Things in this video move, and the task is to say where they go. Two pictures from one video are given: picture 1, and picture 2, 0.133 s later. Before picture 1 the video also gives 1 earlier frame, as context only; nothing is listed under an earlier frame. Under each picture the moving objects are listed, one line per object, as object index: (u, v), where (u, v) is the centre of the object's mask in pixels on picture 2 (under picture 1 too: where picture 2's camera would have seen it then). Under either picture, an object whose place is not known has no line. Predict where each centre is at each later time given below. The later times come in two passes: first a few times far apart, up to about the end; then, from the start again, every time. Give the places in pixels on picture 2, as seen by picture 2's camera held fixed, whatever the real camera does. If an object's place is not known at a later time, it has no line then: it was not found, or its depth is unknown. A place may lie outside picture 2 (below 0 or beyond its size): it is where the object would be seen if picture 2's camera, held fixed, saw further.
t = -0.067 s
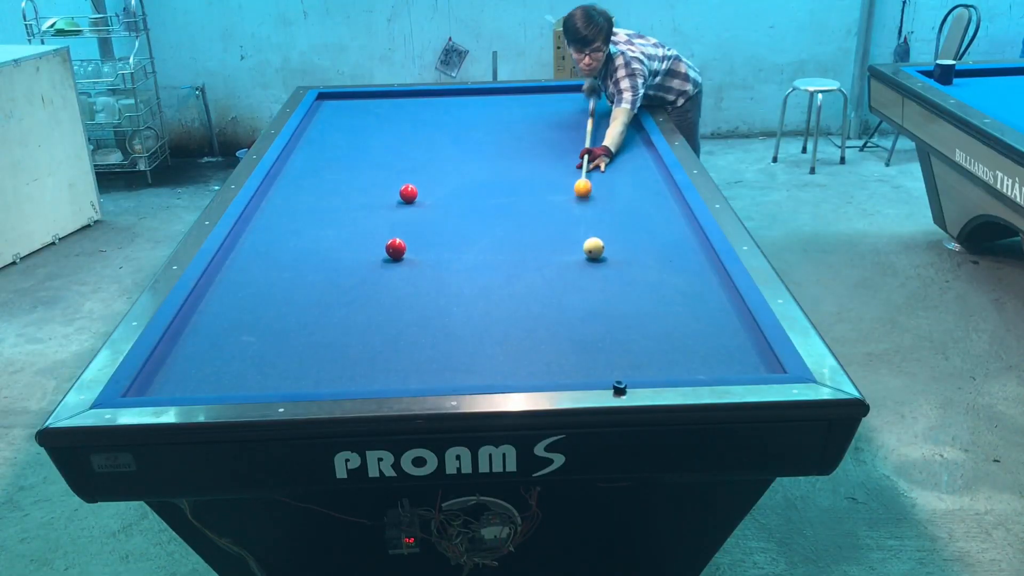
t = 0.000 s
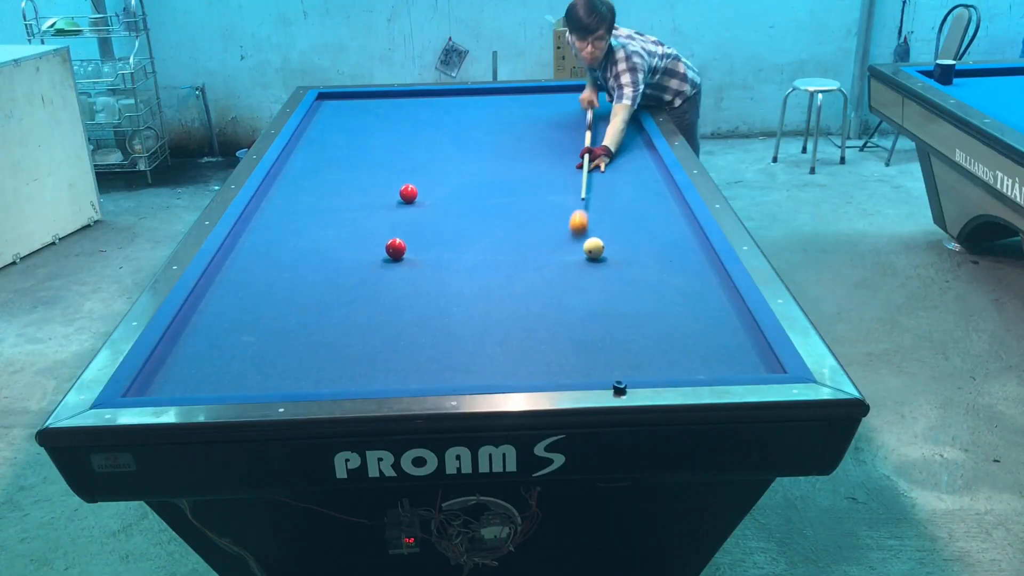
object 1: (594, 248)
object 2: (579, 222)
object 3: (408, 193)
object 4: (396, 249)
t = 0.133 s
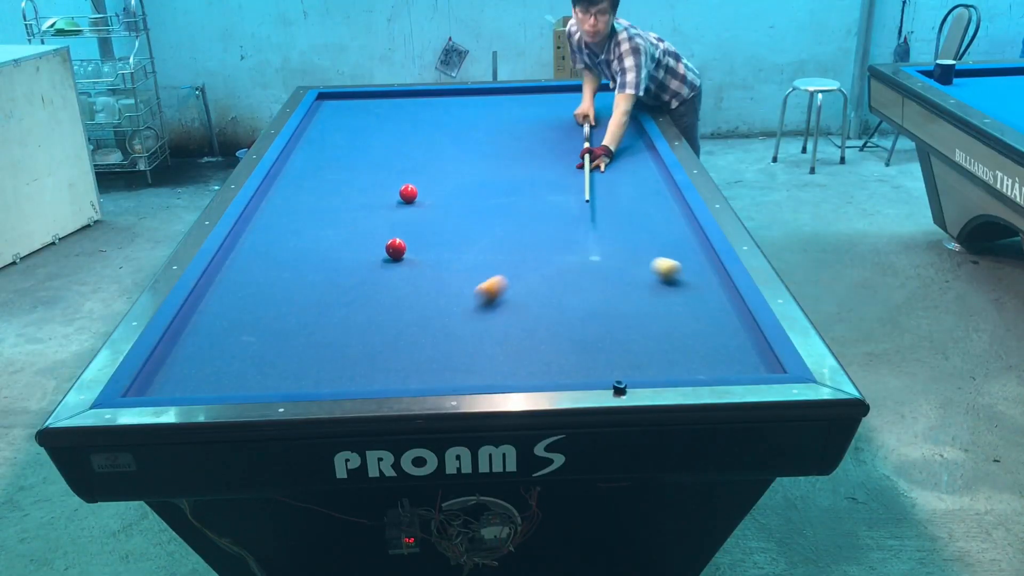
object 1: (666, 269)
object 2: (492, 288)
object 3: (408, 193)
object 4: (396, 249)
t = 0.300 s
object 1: (693, 303)
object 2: (327, 378)
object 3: (408, 194)
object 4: (396, 249)
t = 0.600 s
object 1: (598, 358)
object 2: (233, 262)
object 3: (408, 194)
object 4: (396, 248)
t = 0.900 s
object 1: (482, 356)
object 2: (361, 199)
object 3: (408, 193)
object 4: (396, 248)
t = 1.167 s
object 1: (385, 333)
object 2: (433, 160)
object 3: (408, 193)
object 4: (396, 248)
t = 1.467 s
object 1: (287, 311)
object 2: (498, 125)
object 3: (408, 194)
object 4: (396, 248)
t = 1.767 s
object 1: (204, 290)
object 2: (549, 96)
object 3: (408, 193)
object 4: (396, 248)
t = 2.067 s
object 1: (276, 264)
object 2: (615, 97)
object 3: (408, 194)
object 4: (396, 248)
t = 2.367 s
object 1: (336, 240)
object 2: (584, 113)
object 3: (408, 194)
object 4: (396, 248)
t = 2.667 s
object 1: (388, 220)
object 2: (547, 130)
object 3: (408, 194)
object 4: (396, 248)
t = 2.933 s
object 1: (429, 204)
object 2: (512, 147)
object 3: (408, 194)
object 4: (396, 248)
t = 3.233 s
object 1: (471, 188)
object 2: (467, 168)
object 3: (408, 194)
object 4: (396, 248)
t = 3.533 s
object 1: (509, 173)
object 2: (424, 190)
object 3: (402, 195)
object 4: (396, 248)
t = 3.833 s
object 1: (542, 159)
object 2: (422, 198)
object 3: (359, 210)
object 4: (396, 248)
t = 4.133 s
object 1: (573, 147)
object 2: (419, 206)
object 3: (315, 225)
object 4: (396, 248)
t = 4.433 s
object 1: (601, 135)
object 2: (415, 215)
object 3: (270, 240)
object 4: (396, 248)
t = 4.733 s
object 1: (627, 125)
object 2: (412, 223)
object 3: (226, 255)
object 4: (396, 248)
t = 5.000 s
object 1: (620, 119)
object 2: (409, 230)
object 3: (240, 265)
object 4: (396, 248)
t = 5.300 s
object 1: (604, 114)
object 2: (406, 236)
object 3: (256, 276)
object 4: (396, 249)
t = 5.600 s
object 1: (588, 109)
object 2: (405, 240)
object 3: (272, 287)
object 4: (394, 252)
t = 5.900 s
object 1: (573, 105)
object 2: (404, 243)
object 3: (289, 297)
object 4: (391, 256)
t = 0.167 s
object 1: (691, 277)
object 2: (462, 306)
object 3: (408, 193)
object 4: (396, 248)
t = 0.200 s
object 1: (715, 283)
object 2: (429, 326)
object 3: (408, 194)
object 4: (396, 248)
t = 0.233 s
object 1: (718, 290)
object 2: (396, 347)
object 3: (408, 194)
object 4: (396, 249)
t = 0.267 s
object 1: (705, 297)
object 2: (360, 370)
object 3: (408, 194)
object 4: (396, 249)
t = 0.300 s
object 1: (693, 303)
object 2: (327, 378)
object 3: (408, 194)
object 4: (396, 249)
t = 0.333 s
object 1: (682, 309)
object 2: (310, 363)
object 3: (408, 194)
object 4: (396, 248)
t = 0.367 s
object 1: (671, 315)
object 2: (294, 346)
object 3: (408, 194)
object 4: (396, 248)
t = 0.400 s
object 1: (661, 321)
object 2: (279, 331)
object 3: (408, 194)
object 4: (396, 248)
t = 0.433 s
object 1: (651, 327)
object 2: (265, 317)
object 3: (408, 194)
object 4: (396, 248)
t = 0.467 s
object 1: (641, 333)
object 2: (252, 304)
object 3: (408, 194)
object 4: (396, 248)
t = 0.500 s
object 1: (631, 339)
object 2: (238, 293)
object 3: (408, 193)
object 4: (396, 248)
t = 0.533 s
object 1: (620, 345)
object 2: (226, 282)
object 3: (408, 194)
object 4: (396, 248)
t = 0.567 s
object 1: (609, 351)
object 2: (215, 272)
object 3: (408, 194)
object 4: (396, 248)
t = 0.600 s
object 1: (598, 358)
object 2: (233, 262)
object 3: (408, 194)
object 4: (396, 248)
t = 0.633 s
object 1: (587, 365)
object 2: (252, 253)
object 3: (408, 194)
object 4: (396, 248)
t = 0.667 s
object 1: (576, 369)
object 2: (270, 245)
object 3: (408, 194)
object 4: (396, 248)
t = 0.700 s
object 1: (564, 372)
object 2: (287, 237)
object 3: (408, 194)
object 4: (396, 248)
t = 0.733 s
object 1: (549, 371)
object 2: (302, 230)
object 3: (408, 193)
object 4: (396, 249)
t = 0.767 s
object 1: (535, 368)
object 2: (316, 223)
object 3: (408, 194)
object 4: (396, 249)
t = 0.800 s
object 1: (521, 366)
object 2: (328, 216)
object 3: (408, 193)
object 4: (396, 248)
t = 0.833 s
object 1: (508, 363)
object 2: (340, 210)
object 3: (408, 194)
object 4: (396, 249)
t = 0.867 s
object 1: (495, 359)
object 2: (351, 204)
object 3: (408, 194)
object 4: (396, 248)
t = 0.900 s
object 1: (482, 356)
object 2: (361, 199)
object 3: (408, 193)
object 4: (396, 248)
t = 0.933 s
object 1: (470, 353)
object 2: (371, 193)
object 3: (408, 194)
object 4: (396, 248)
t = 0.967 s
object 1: (457, 350)
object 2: (381, 188)
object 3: (408, 193)
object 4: (396, 248)
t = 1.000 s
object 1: (444, 348)
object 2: (390, 183)
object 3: (408, 193)
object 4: (396, 248)
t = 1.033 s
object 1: (432, 344)
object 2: (399, 178)
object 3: (408, 193)
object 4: (396, 248)
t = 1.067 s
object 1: (420, 342)
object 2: (408, 173)
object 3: (408, 193)
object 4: (396, 248)
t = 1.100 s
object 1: (408, 339)
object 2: (417, 168)
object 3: (408, 193)
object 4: (396, 248)
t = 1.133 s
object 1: (397, 336)
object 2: (425, 164)
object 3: (408, 193)
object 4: (396, 248)
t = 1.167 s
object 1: (385, 333)
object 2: (433, 160)
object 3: (408, 193)
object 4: (396, 248)
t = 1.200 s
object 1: (374, 331)
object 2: (441, 155)
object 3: (408, 194)
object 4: (396, 248)
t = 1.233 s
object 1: (362, 328)
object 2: (449, 151)
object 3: (408, 193)
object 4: (396, 248)
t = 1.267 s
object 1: (351, 326)
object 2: (457, 147)
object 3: (408, 193)
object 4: (396, 248)
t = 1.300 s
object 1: (340, 323)
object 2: (464, 143)
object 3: (408, 193)
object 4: (396, 248)
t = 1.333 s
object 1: (329, 321)
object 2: (471, 139)
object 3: (408, 194)
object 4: (396, 248)
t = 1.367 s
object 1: (319, 318)
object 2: (478, 136)
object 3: (408, 194)
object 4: (396, 248)
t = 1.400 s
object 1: (308, 315)
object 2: (485, 131)
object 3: (408, 194)
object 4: (396, 248)
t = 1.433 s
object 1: (298, 313)
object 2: (491, 128)
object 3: (408, 194)
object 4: (396, 248)
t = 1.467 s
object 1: (287, 311)
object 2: (498, 125)
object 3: (408, 194)
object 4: (396, 248)
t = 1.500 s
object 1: (278, 308)
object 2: (504, 121)
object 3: (408, 194)
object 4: (396, 248)
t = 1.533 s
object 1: (267, 306)
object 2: (510, 118)
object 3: (408, 194)
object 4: (396, 248)
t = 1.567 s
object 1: (257, 304)
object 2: (516, 115)
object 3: (408, 194)
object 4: (396, 248)
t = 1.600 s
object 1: (248, 302)
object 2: (522, 111)
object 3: (408, 194)
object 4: (396, 248)
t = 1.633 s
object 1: (238, 300)
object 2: (528, 108)
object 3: (408, 194)
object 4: (396, 248)
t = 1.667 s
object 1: (228, 297)
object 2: (533, 105)
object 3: (408, 194)
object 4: (396, 248)
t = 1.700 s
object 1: (219, 295)
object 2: (539, 102)
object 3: (408, 194)
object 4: (396, 248)
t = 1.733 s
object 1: (209, 293)
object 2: (544, 99)
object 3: (408, 193)
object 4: (396, 248)
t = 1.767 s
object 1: (204, 290)
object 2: (549, 96)
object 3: (408, 193)
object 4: (396, 248)
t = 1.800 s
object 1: (214, 287)
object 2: (554, 93)
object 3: (408, 193)
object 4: (396, 248)
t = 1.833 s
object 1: (224, 284)
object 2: (559, 90)
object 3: (408, 194)
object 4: (396, 248)
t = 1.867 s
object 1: (232, 281)
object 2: (564, 88)
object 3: (408, 194)
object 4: (396, 248)
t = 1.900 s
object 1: (240, 278)
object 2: (572, 89)
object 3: (408, 194)
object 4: (396, 248)
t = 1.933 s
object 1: (247, 275)
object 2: (581, 91)
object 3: (408, 194)
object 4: (396, 248)
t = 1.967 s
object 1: (255, 272)
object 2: (590, 92)
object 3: (408, 194)
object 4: (396, 248)
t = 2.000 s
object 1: (262, 269)
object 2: (598, 94)
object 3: (408, 194)
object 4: (396, 248)
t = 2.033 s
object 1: (269, 266)
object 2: (607, 95)
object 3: (408, 194)
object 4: (396, 248)
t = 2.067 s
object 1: (276, 264)
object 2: (615, 97)
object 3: (408, 194)
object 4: (396, 248)
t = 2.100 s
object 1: (283, 261)
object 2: (618, 98)
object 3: (408, 194)
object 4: (396, 248)
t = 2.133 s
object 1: (290, 258)
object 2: (612, 100)
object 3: (408, 194)
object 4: (396, 248)
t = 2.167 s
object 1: (297, 256)
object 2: (608, 102)
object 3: (408, 194)
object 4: (396, 248)
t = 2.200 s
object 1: (304, 253)
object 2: (603, 104)
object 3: (408, 194)
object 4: (396, 248)
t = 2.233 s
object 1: (310, 250)
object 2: (600, 106)
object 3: (408, 194)
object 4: (396, 248)
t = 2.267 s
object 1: (317, 247)
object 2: (596, 107)
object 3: (408, 194)
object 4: (396, 248)
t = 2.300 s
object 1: (323, 245)
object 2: (592, 109)
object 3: (408, 194)
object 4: (396, 248)
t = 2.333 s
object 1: (329, 243)
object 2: (588, 111)
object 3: (408, 194)
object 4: (396, 248)
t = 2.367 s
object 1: (336, 240)
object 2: (584, 113)
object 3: (408, 194)
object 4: (396, 248)
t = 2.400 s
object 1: (342, 238)
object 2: (580, 115)
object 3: (408, 194)
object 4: (396, 248)
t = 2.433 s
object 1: (348, 236)
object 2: (576, 116)
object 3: (408, 194)
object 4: (396, 248)
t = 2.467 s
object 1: (354, 233)
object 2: (572, 118)
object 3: (408, 194)
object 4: (396, 248)
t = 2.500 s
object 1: (360, 231)
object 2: (568, 120)
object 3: (408, 194)
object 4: (396, 248)
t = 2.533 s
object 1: (366, 229)
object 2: (564, 122)
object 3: (408, 194)
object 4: (396, 248)
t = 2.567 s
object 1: (371, 226)
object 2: (560, 124)
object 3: (408, 194)
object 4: (396, 248)
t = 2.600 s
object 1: (377, 224)
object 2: (556, 126)
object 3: (408, 194)
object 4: (396, 248)
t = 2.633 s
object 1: (382, 222)
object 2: (552, 128)
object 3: (408, 194)
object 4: (396, 248)
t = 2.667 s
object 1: (388, 220)
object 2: (547, 130)
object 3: (408, 194)
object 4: (396, 248)
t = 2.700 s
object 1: (393, 218)
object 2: (543, 132)
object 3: (408, 194)
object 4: (396, 248)
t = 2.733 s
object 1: (399, 216)
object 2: (539, 134)
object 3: (408, 194)
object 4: (396, 248)
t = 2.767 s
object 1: (404, 214)
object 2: (534, 137)
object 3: (408, 194)
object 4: (396, 248)
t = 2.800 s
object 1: (409, 212)
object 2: (530, 139)
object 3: (408, 193)
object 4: (396, 249)
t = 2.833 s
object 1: (414, 210)
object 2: (525, 141)
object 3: (408, 193)
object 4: (396, 248)
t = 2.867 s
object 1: (420, 207)
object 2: (521, 143)
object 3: (408, 193)
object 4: (396, 248)
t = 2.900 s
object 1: (425, 206)
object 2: (516, 145)
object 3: (408, 194)
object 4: (396, 248)
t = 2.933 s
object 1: (429, 204)
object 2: (512, 147)
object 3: (408, 194)
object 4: (396, 248)
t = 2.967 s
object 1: (434, 202)
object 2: (507, 150)
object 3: (408, 194)
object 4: (396, 248)
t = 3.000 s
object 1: (439, 200)
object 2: (502, 152)
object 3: (408, 194)
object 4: (396, 248)
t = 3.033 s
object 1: (444, 198)
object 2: (497, 154)
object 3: (408, 194)
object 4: (396, 248)
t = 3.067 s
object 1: (448, 196)
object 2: (493, 156)
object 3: (408, 194)
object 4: (396, 248)
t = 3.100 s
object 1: (453, 195)
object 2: (488, 159)
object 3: (408, 194)
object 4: (396, 248)
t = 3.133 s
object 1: (458, 193)
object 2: (483, 161)
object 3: (408, 194)
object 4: (396, 248)
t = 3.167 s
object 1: (462, 191)
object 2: (478, 163)
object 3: (408, 194)
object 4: (396, 248)
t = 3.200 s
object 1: (467, 189)
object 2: (473, 166)
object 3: (408, 194)
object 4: (396, 248)
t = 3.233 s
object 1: (471, 188)
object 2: (467, 168)
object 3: (408, 194)
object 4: (396, 248)
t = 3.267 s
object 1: (475, 186)
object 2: (462, 171)
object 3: (408, 194)
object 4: (396, 248)
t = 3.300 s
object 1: (480, 184)
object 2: (457, 173)
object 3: (408, 194)
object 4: (396, 248)
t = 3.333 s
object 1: (484, 182)
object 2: (451, 176)
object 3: (408, 194)
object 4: (396, 248)
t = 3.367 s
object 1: (489, 181)
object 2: (446, 179)
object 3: (408, 194)
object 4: (396, 248)
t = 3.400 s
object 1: (493, 179)
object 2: (440, 181)
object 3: (408, 194)
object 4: (396, 248)
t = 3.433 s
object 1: (496, 178)
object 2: (435, 184)
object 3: (408, 194)
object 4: (396, 248)
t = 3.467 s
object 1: (501, 176)
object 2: (429, 187)
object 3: (408, 194)
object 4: (396, 248)
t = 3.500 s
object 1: (505, 174)
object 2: (424, 189)
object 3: (408, 194)
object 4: (396, 248)
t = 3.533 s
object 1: (509, 173)
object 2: (424, 190)
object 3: (402, 195)
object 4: (396, 248)
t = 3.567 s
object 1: (512, 171)
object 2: (425, 191)
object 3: (396, 197)
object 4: (396, 248)
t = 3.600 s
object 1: (516, 170)
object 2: (425, 191)
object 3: (391, 199)
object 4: (396, 248)
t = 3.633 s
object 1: (520, 168)
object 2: (424, 193)
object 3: (386, 201)
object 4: (396, 248)
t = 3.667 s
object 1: (524, 166)
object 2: (424, 193)
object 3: (382, 202)
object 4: (396, 248)
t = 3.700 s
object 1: (528, 165)
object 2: (423, 194)
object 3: (377, 204)
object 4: (396, 248)
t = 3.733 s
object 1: (532, 164)
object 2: (423, 195)
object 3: (373, 206)
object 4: (396, 248)
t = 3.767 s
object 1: (535, 162)
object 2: (423, 196)
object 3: (368, 207)
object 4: (396, 248)
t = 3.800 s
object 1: (539, 161)
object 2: (422, 197)
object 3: (363, 209)
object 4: (396, 248)
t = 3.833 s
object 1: (542, 159)
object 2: (422, 198)
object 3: (359, 210)
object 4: (396, 248)
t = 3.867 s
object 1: (546, 158)
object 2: (422, 199)
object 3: (354, 212)
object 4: (396, 248)
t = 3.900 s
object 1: (550, 156)
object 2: (421, 200)
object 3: (349, 213)
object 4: (396, 248)
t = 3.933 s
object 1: (553, 155)
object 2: (421, 201)
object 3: (344, 215)
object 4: (396, 248)
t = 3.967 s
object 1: (557, 153)
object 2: (420, 202)
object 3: (340, 217)
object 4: (396, 248)
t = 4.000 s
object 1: (560, 152)
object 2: (420, 203)
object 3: (335, 218)
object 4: (396, 248)
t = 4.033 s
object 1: (563, 151)
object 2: (420, 204)
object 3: (330, 220)
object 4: (396, 248)
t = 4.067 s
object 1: (567, 149)
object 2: (419, 205)
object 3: (325, 221)
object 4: (396, 248)
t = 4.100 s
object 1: (570, 148)
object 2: (419, 206)
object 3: (320, 223)
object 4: (396, 248)
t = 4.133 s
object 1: (573, 147)
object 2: (419, 206)
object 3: (315, 225)
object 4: (396, 248)
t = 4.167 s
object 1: (577, 145)
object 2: (418, 207)
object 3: (311, 226)
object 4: (396, 248)
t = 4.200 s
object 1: (580, 144)
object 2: (418, 208)
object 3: (306, 228)
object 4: (396, 248)
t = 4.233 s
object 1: (583, 143)
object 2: (417, 209)
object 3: (301, 230)
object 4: (396, 248)
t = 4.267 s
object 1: (586, 141)
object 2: (417, 210)
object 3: (296, 231)
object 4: (396, 248)
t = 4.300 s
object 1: (589, 140)
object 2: (417, 211)
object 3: (291, 233)
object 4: (396, 248)
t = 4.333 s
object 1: (592, 139)
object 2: (416, 212)
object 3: (286, 235)
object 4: (396, 248)
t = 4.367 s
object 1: (595, 138)
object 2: (416, 213)
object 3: (281, 236)
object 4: (396, 248)
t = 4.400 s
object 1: (599, 136)
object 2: (416, 214)
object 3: (275, 238)
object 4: (396, 248)
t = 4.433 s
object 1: (601, 135)
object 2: (415, 215)
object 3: (270, 240)
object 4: (396, 248)
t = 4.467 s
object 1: (604, 134)
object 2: (415, 216)
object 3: (265, 242)
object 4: (396, 249)
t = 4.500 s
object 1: (607, 133)
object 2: (415, 217)
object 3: (260, 243)
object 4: (396, 248)
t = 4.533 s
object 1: (610, 131)
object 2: (414, 218)
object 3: (255, 245)
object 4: (396, 248)
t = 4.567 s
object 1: (613, 130)
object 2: (414, 219)
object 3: (249, 247)
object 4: (396, 248)
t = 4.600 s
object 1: (616, 129)
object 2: (413, 219)
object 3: (244, 249)
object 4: (396, 248)
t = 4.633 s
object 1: (619, 128)
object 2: (413, 220)
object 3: (239, 250)
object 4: (396, 248)
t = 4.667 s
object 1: (622, 127)
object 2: (413, 221)
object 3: (234, 252)
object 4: (396, 248)
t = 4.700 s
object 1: (624, 126)
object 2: (412, 222)
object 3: (228, 254)
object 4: (396, 248)
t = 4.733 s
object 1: (627, 125)
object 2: (412, 223)
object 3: (226, 255)
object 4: (396, 248)
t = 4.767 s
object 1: (630, 123)
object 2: (411, 224)
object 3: (228, 257)
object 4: (396, 248)
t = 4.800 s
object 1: (633, 122)
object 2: (411, 225)
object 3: (230, 258)
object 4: (396, 248)
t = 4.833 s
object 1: (631, 122)
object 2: (411, 226)
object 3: (231, 259)
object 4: (396, 249)
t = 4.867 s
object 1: (628, 121)
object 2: (410, 227)
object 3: (233, 260)
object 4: (396, 248)
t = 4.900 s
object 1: (626, 121)
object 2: (410, 228)
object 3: (235, 261)
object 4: (396, 249)
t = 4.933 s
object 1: (624, 120)
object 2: (409, 228)
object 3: (236, 263)
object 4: (396, 249)
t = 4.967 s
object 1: (623, 119)
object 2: (409, 229)
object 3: (238, 264)
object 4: (396, 248)
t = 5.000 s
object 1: (620, 119)
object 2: (409, 230)
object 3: (240, 265)
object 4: (396, 248)
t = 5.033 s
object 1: (619, 118)
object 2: (408, 231)
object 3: (242, 266)
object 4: (396, 248)
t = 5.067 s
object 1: (616, 118)
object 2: (408, 232)
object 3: (243, 267)
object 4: (396, 249)
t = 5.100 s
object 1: (615, 117)
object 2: (408, 233)
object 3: (245, 269)
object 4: (396, 248)
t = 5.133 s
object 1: (613, 117)
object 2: (407, 233)
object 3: (247, 270)
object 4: (396, 248)
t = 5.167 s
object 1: (611, 116)
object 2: (407, 234)
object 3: (248, 271)
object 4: (396, 248)
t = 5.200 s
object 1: (609, 115)
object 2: (407, 235)
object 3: (250, 272)
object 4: (396, 248)
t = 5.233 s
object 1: (607, 115)
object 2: (407, 235)
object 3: (252, 273)
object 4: (396, 249)
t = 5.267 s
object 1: (605, 114)
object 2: (407, 236)
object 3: (254, 275)
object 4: (396, 248)
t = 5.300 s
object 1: (604, 114)
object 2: (406, 236)
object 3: (256, 276)
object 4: (396, 249)
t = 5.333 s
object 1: (602, 113)
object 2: (406, 237)
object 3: (257, 277)
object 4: (396, 249)
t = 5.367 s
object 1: (600, 113)
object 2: (406, 238)
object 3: (259, 278)
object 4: (396, 248)
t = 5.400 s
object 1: (598, 113)
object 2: (406, 238)
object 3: (261, 279)
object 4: (396, 249)
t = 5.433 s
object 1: (597, 112)
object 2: (406, 239)
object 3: (263, 281)
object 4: (395, 249)
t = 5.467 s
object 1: (595, 111)
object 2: (406, 239)
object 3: (265, 282)
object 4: (395, 250)
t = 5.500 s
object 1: (593, 111)
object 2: (406, 240)
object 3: (267, 283)
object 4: (395, 250)
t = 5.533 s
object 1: (591, 110)
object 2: (405, 240)
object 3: (268, 284)
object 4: (394, 251)
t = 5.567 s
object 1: (590, 110)
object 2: (405, 240)
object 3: (270, 285)
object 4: (394, 251)
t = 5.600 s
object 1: (588, 109)
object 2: (405, 240)
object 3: (272, 287)
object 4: (394, 252)
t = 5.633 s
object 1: (586, 109)
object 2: (405, 241)
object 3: (274, 288)
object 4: (393, 252)
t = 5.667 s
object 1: (585, 109)
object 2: (405, 241)
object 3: (276, 289)
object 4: (393, 253)
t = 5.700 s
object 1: (583, 108)
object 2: (405, 242)
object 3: (278, 290)
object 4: (393, 253)
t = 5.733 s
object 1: (581, 108)
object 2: (405, 242)
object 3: (279, 291)
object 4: (393, 254)
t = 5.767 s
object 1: (580, 107)
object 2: (405, 242)
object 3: (281, 293)
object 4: (392, 254)
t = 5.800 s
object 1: (578, 106)
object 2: (405, 242)
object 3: (283, 294)
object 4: (392, 255)
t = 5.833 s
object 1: (576, 106)
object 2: (404, 243)
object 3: (285, 295)
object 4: (392, 255)
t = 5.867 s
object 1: (575, 106)
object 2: (404, 243)
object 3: (287, 296)
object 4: (391, 256)
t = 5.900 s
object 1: (573, 105)
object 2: (404, 243)
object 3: (289, 297)
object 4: (391, 256)
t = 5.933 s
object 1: (572, 105)
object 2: (404, 244)
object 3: (291, 299)
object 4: (391, 257)
